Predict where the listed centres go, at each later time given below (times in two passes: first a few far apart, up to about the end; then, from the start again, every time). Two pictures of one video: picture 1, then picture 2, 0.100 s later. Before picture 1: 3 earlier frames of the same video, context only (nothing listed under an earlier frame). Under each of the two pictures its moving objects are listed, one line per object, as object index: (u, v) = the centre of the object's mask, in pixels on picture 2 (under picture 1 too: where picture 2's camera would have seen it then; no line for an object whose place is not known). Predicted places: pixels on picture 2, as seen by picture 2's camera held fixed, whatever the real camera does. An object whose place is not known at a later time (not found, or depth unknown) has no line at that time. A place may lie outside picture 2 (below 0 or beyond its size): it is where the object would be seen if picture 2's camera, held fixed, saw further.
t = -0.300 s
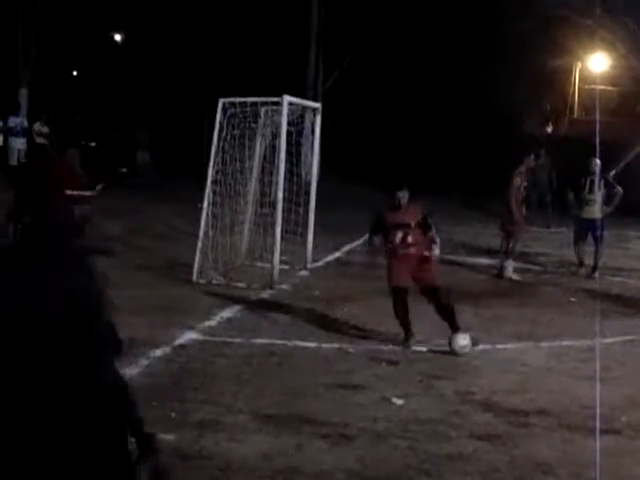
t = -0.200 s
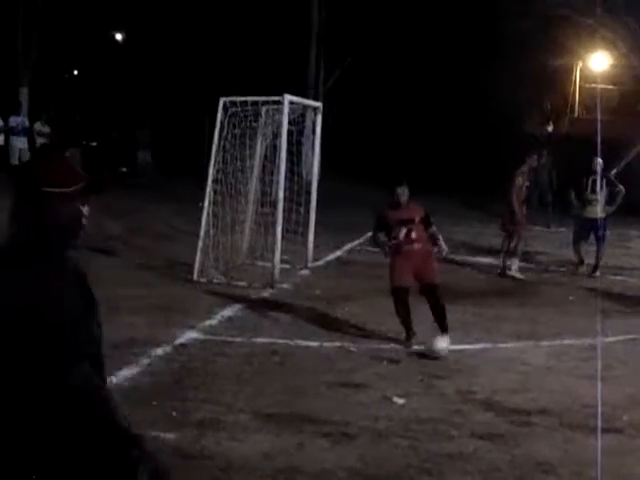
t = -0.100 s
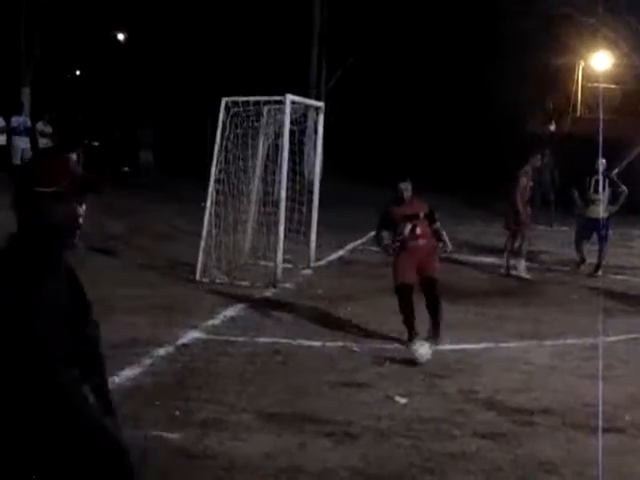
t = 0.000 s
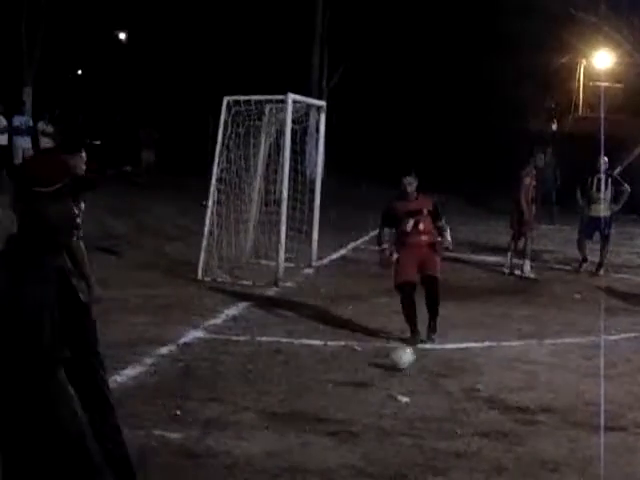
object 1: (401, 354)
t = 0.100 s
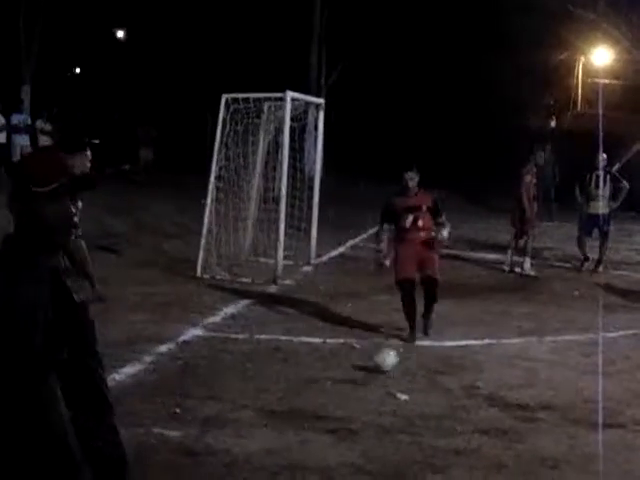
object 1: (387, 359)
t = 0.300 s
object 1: (355, 369)
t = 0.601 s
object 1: (308, 388)
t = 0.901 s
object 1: (257, 408)
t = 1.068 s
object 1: (223, 417)
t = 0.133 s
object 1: (380, 360)
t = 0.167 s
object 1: (376, 363)
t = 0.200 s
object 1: (371, 364)
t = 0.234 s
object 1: (365, 365)
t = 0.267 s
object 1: (360, 368)
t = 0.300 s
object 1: (355, 369)
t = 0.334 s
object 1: (350, 370)
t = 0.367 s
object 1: (344, 373)
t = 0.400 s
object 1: (339, 376)
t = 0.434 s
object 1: (335, 378)
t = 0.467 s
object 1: (328, 381)
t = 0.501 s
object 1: (323, 383)
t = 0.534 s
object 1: (318, 384)
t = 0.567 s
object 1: (313, 386)
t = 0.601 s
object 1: (308, 388)
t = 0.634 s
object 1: (302, 390)
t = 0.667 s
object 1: (298, 391)
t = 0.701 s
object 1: (292, 394)
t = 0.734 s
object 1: (286, 398)
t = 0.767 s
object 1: (280, 398)
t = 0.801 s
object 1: (274, 400)
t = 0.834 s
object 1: (268, 404)
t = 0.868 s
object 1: (261, 406)
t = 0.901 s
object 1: (257, 408)
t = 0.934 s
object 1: (252, 410)
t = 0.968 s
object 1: (245, 411)
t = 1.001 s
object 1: (236, 414)
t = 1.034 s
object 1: (231, 415)
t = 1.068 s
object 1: (223, 417)
